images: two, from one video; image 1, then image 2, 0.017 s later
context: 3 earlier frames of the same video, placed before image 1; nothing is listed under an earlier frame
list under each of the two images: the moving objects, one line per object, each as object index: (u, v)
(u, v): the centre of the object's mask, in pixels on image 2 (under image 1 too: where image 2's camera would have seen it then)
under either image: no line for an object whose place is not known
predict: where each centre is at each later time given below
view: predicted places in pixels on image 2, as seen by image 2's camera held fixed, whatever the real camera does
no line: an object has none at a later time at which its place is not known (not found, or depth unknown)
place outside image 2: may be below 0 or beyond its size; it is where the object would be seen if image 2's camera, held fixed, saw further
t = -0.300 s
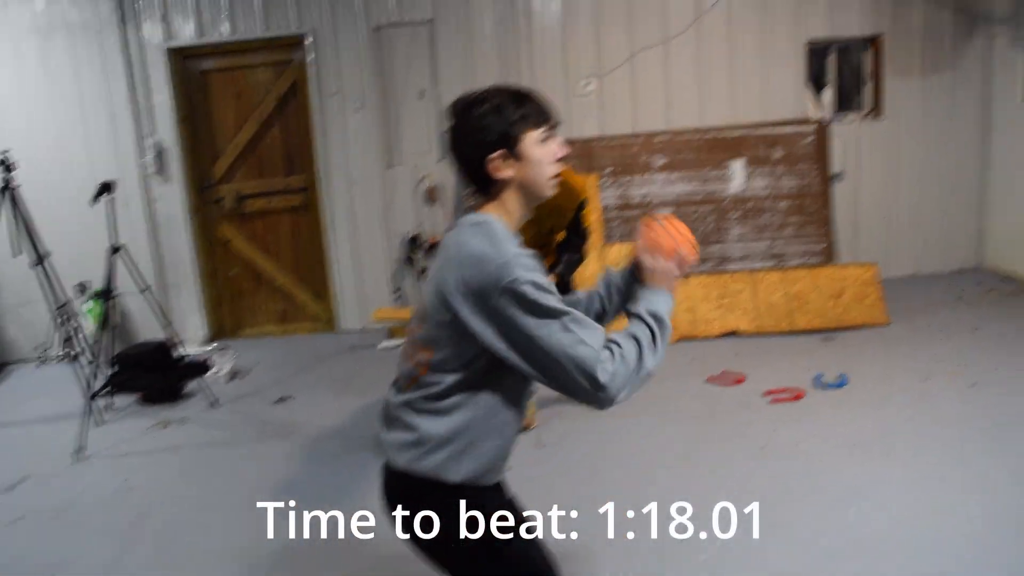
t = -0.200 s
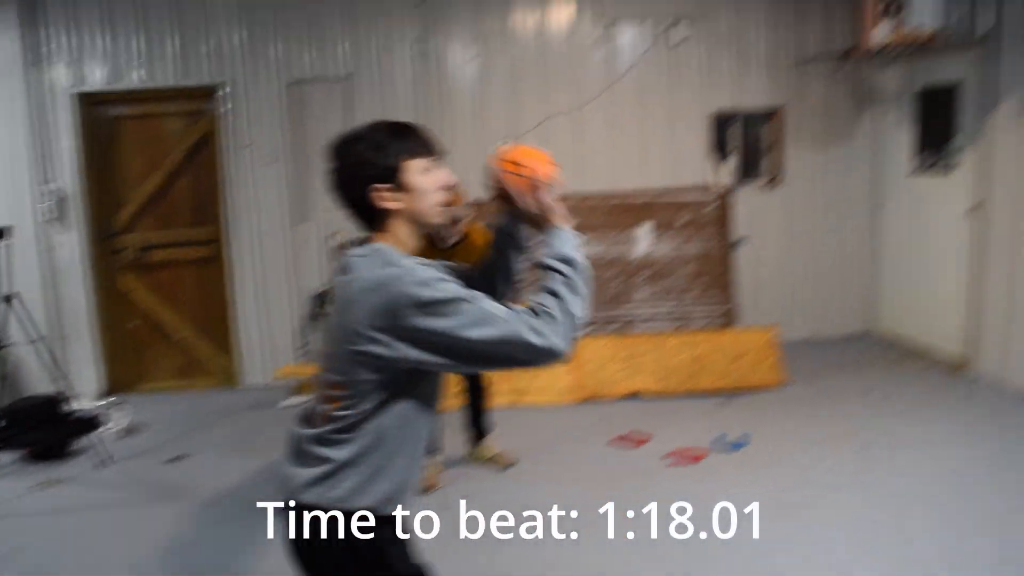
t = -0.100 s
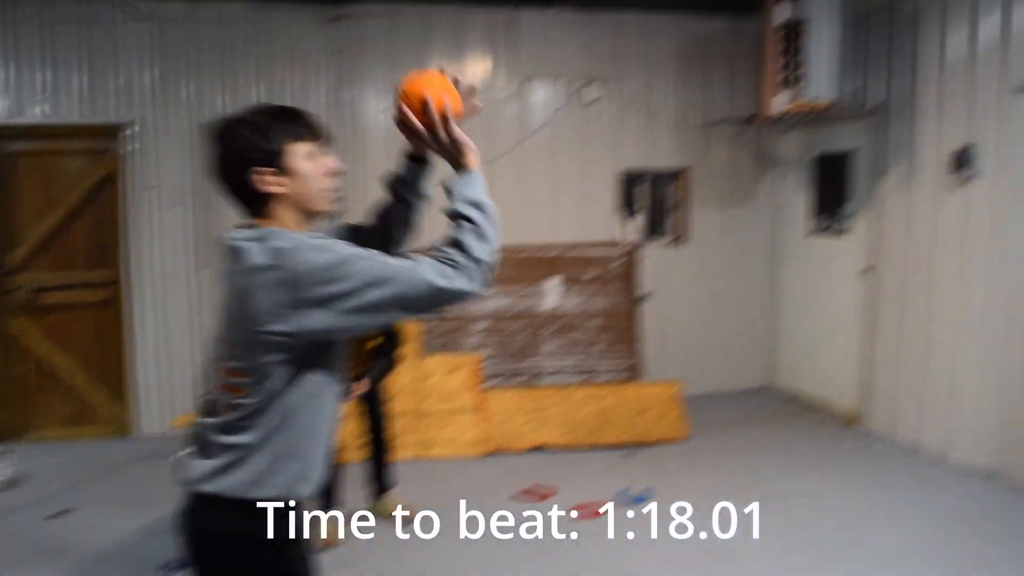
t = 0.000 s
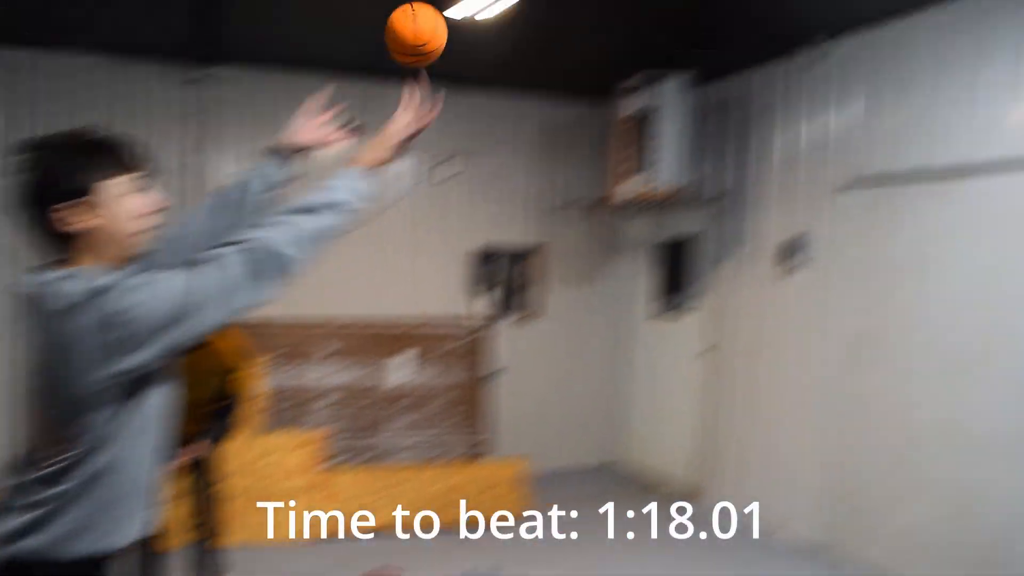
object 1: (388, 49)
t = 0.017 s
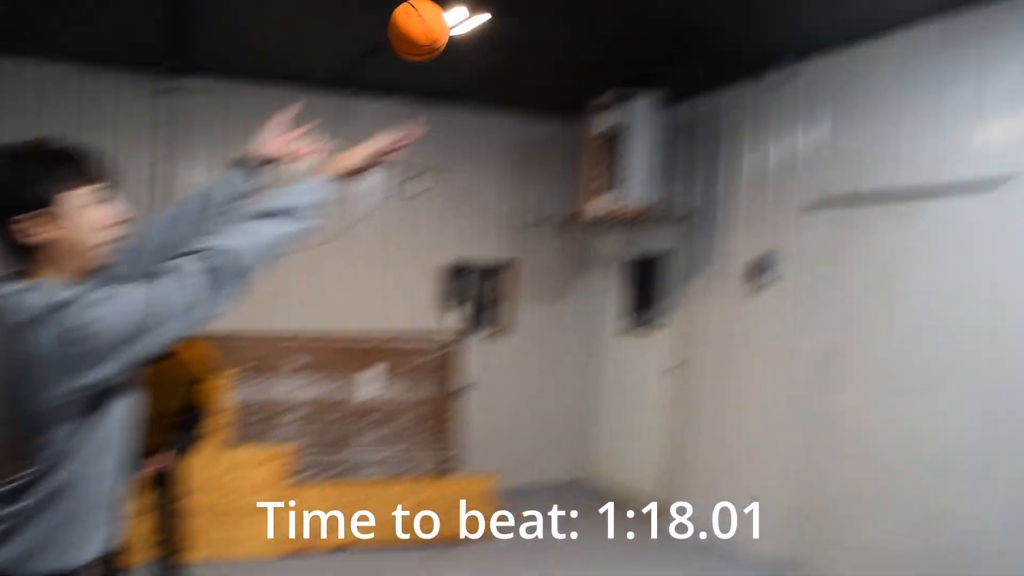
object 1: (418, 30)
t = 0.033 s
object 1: (451, 12)
